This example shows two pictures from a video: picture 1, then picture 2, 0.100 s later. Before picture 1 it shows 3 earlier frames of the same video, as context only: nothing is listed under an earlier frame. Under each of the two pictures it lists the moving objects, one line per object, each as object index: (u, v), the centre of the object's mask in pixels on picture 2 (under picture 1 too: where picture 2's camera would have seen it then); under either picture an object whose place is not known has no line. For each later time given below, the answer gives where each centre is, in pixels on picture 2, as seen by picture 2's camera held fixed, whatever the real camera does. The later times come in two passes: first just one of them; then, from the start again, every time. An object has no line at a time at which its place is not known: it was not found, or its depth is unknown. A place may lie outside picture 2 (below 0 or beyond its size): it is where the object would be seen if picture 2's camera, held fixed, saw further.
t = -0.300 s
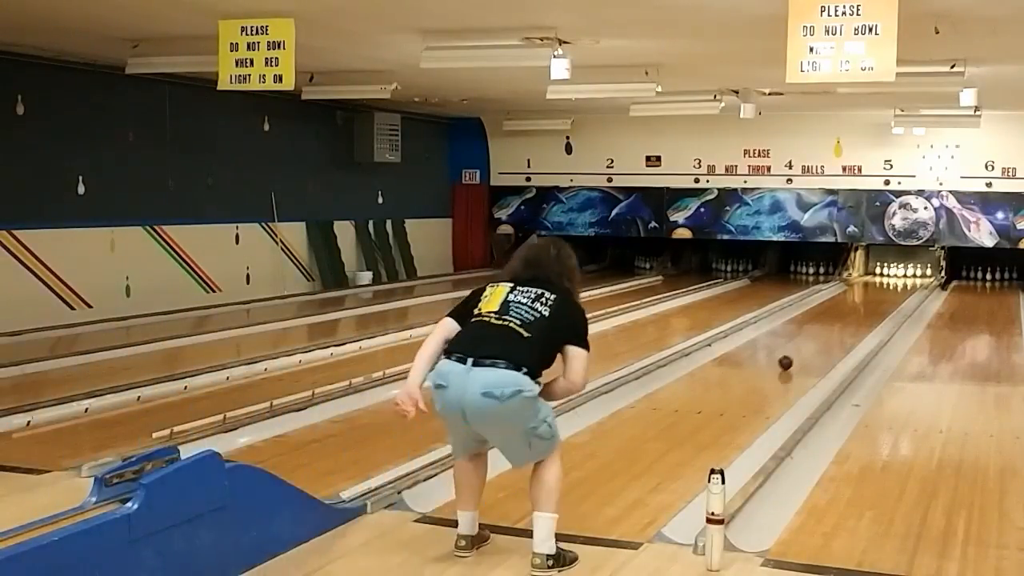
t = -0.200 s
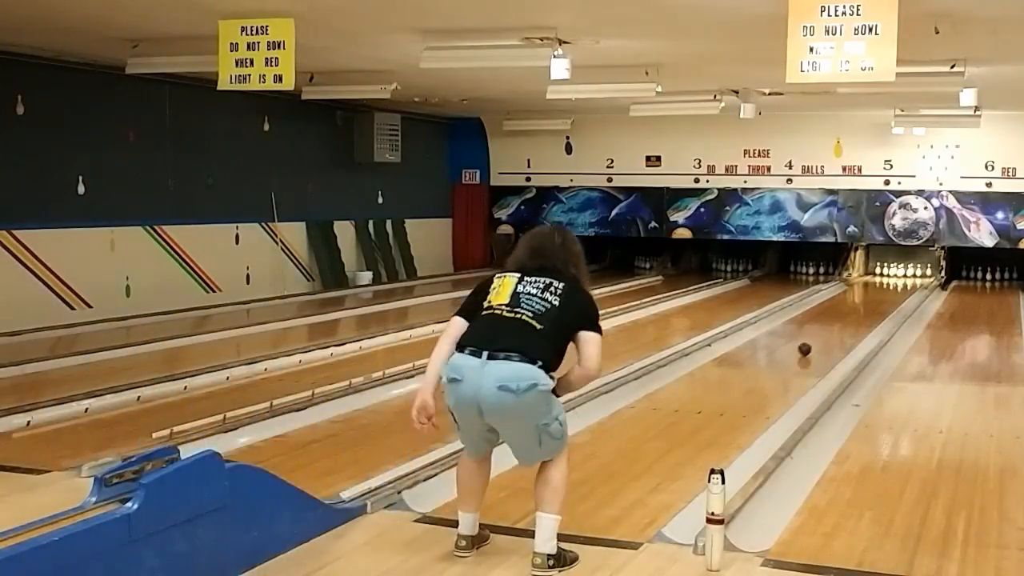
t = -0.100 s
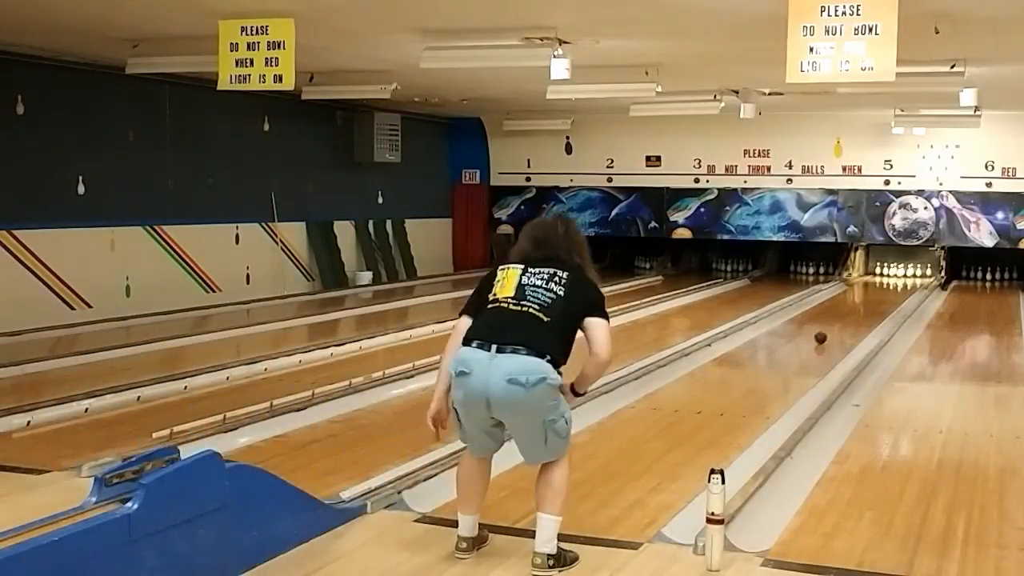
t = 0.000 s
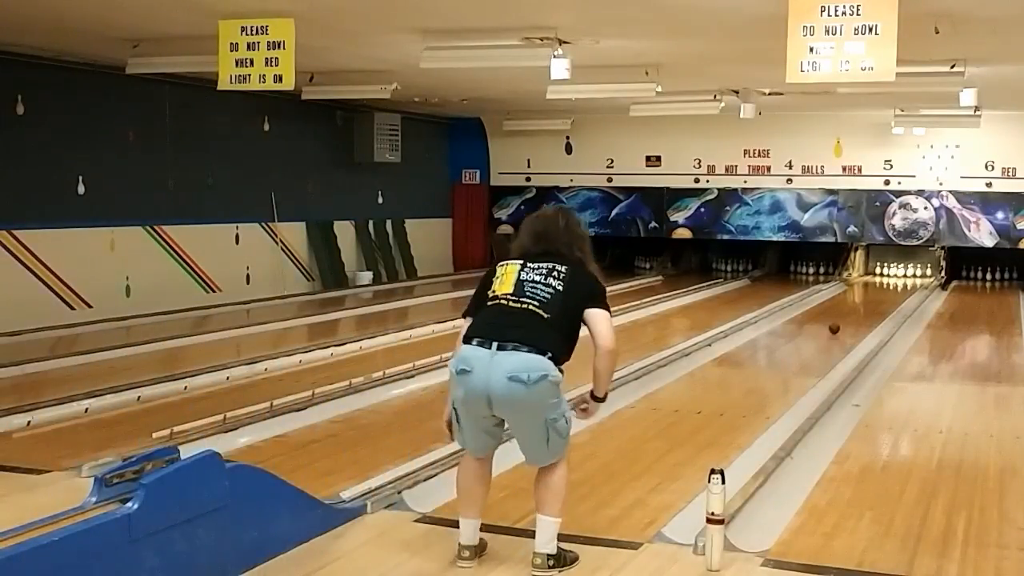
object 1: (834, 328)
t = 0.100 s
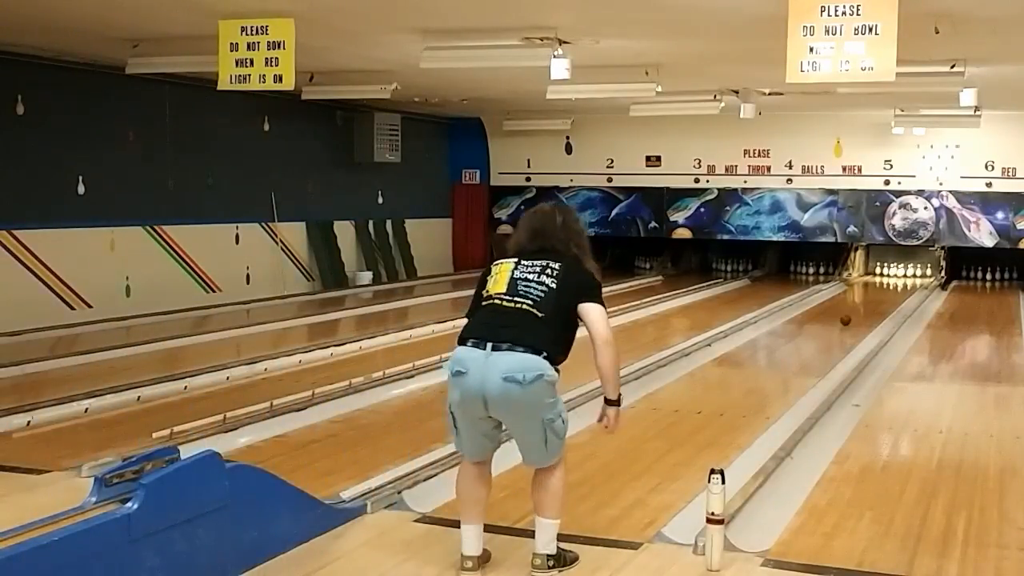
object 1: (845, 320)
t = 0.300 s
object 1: (864, 307)
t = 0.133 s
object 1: (849, 317)
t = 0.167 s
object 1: (852, 315)
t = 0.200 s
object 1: (855, 313)
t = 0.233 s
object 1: (858, 311)
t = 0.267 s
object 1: (861, 309)
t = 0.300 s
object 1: (864, 307)
